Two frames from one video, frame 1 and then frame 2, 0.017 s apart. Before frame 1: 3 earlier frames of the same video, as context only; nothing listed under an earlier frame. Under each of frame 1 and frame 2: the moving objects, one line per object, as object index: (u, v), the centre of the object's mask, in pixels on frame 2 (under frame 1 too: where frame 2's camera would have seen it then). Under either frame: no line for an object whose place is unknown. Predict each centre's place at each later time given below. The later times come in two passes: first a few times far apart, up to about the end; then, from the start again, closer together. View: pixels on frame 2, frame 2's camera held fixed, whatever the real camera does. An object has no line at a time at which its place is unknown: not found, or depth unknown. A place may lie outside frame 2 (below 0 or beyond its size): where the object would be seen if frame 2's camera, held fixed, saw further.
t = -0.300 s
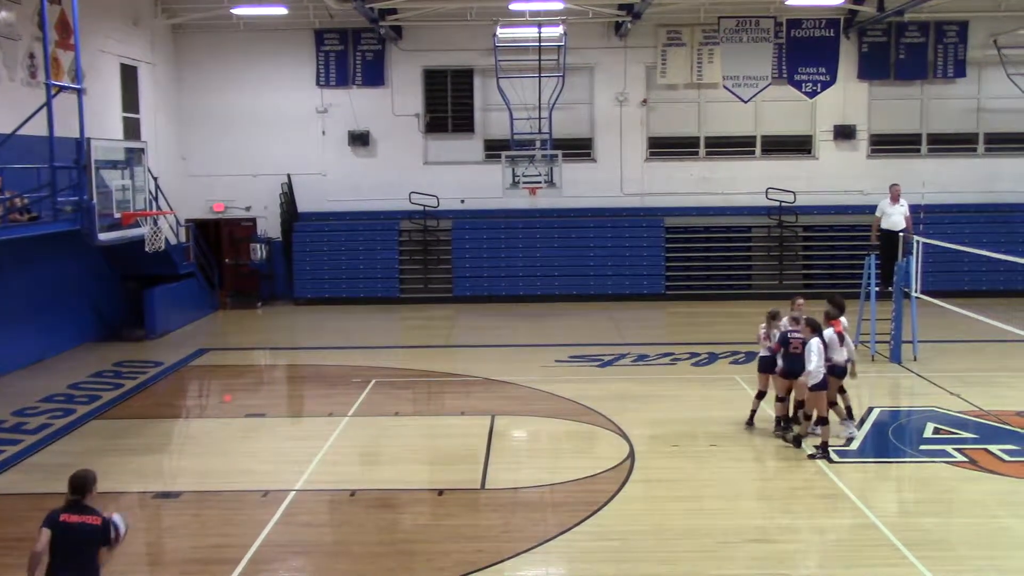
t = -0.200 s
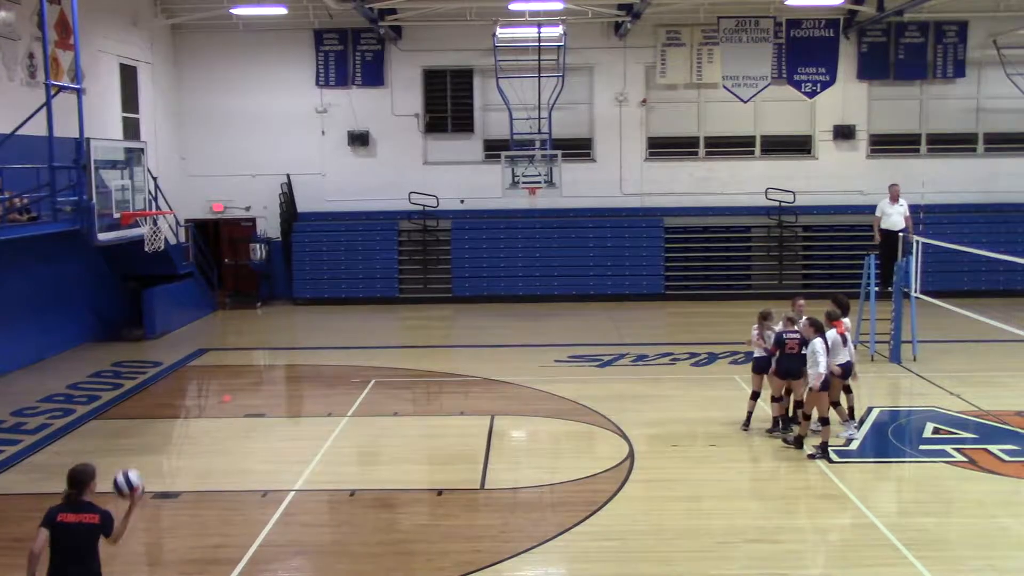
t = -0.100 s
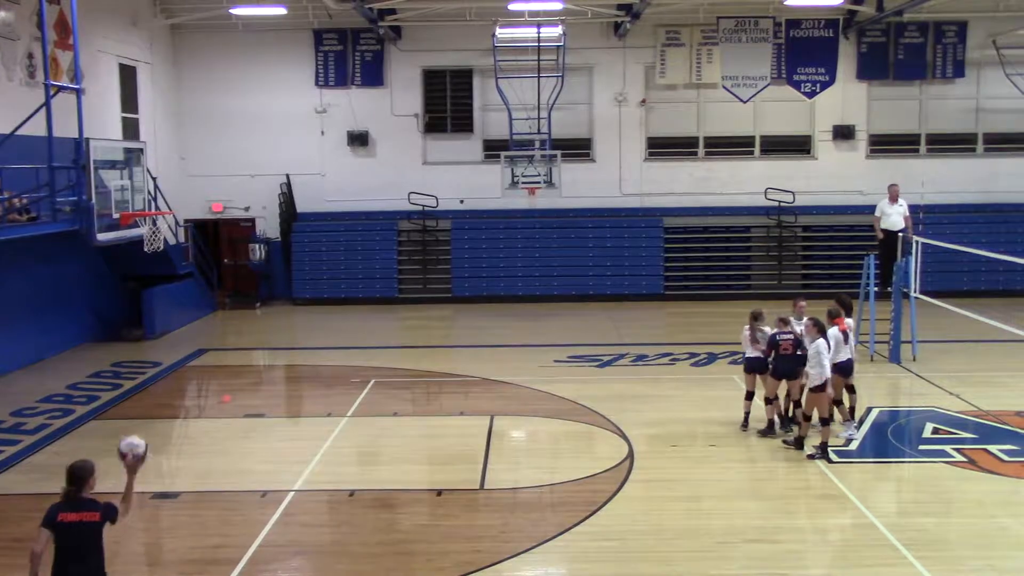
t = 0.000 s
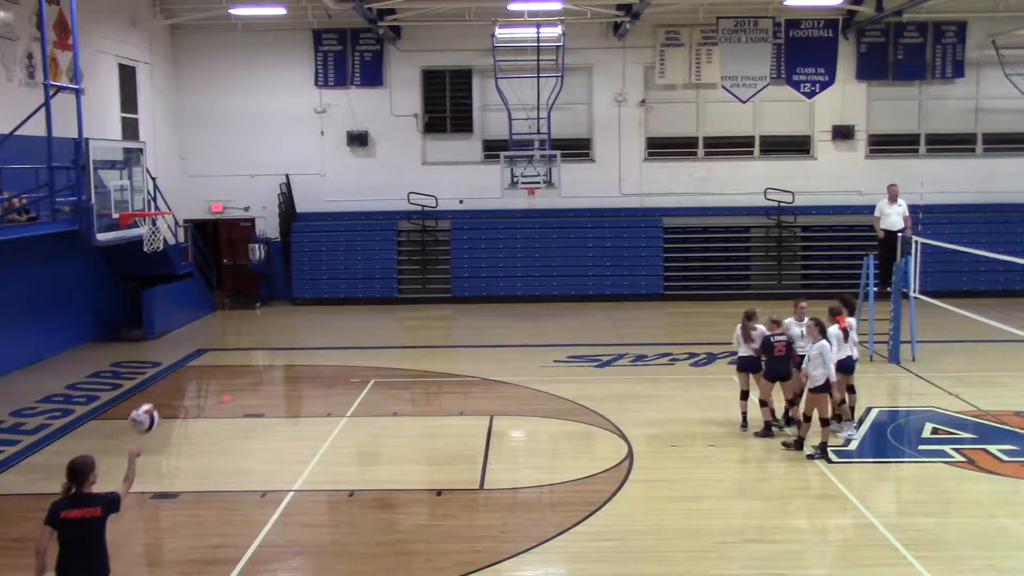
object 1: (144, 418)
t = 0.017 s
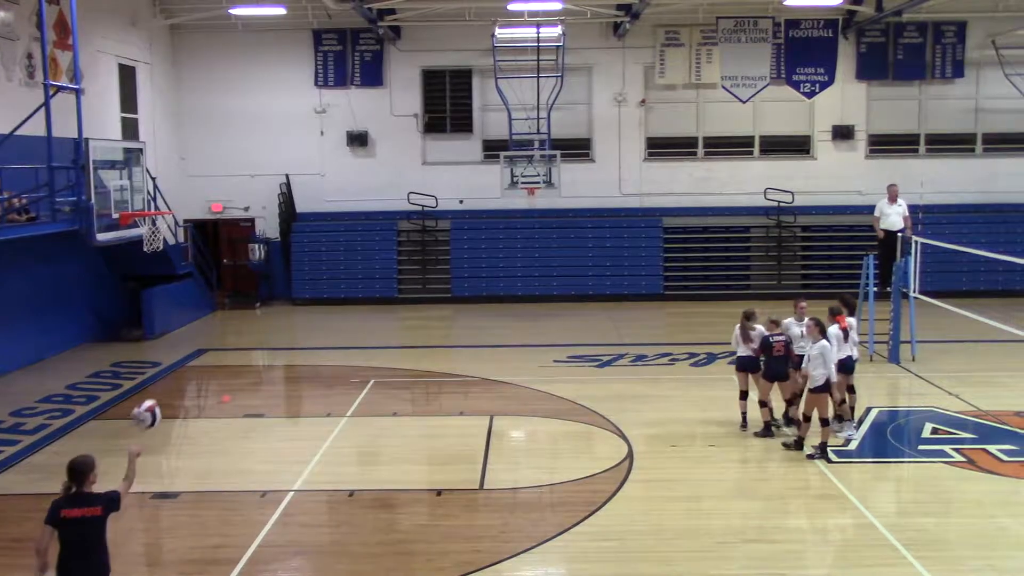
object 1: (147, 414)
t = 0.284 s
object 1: (184, 395)
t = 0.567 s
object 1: (220, 458)
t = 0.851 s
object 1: (240, 457)
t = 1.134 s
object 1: (246, 390)
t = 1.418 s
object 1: (253, 396)
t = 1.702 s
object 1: (265, 467)
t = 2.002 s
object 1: (272, 397)
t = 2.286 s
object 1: (281, 397)
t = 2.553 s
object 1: (290, 429)
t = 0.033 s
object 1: (150, 410)
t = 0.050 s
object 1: (152, 406)
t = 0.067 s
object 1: (155, 403)
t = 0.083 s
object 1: (157, 400)
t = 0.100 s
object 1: (161, 396)
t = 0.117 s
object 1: (162, 395)
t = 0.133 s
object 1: (165, 394)
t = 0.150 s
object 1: (167, 393)
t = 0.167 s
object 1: (169, 392)
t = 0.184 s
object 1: (171, 391)
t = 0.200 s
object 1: (173, 391)
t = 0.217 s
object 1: (175, 391)
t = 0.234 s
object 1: (178, 392)
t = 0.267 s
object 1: (182, 393)
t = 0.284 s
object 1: (184, 395)
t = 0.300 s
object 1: (186, 396)
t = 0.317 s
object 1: (188, 397)
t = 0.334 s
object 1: (191, 399)
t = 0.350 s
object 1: (193, 401)
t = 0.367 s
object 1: (195, 402)
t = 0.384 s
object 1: (198, 407)
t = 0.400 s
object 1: (200, 412)
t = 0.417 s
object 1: (202, 415)
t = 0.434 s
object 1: (204, 419)
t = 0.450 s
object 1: (206, 423)
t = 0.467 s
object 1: (207, 427)
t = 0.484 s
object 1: (210, 432)
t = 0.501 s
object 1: (212, 436)
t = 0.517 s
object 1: (214, 441)
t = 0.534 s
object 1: (216, 446)
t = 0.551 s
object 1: (218, 452)
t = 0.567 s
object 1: (220, 458)
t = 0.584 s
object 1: (222, 463)
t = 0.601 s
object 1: (224, 468)
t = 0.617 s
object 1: (226, 474)
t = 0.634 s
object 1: (228, 480)
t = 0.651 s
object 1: (230, 486)
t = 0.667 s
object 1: (232, 492)
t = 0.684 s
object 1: (233, 500)
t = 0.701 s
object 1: (236, 506)
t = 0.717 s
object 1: (236, 513)
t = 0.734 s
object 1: (236, 508)
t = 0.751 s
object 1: (236, 500)
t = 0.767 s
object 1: (236, 492)
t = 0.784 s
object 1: (238, 485)
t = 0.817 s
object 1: (239, 469)
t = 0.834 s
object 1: (239, 463)
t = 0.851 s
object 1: (240, 457)
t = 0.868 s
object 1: (240, 451)
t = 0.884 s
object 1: (239, 445)
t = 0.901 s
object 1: (240, 441)
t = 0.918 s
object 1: (239, 435)
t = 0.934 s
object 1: (241, 431)
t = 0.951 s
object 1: (241, 425)
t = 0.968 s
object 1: (242, 420)
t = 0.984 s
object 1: (243, 416)
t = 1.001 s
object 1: (243, 412)
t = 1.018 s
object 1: (243, 408)
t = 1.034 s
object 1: (244, 405)
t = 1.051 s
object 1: (244, 402)
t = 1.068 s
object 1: (244, 399)
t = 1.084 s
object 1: (244, 397)
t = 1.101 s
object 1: (244, 394)
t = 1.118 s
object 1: (245, 392)
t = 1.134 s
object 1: (246, 390)
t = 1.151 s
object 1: (248, 387)
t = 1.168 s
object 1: (247, 386)
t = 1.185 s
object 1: (247, 385)
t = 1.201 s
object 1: (247, 385)
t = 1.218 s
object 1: (247, 384)
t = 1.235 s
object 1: (248, 384)
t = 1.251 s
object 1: (249, 383)
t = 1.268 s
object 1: (249, 384)
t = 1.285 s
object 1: (250, 386)
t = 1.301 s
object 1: (251, 386)
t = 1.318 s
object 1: (251, 386)
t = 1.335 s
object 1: (251, 386)
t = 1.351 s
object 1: (252, 389)
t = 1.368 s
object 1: (253, 390)
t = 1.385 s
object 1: (254, 392)
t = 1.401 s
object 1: (254, 394)
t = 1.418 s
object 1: (253, 396)
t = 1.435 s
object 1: (254, 398)
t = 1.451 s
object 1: (255, 401)
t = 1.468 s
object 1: (256, 403)
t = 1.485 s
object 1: (258, 405)
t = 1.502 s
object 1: (259, 410)
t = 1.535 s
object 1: (258, 417)
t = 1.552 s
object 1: (259, 422)
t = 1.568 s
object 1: (259, 427)
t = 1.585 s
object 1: (260, 431)
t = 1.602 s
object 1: (261, 435)
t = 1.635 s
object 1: (262, 446)
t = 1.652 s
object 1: (262, 451)
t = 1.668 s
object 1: (263, 456)
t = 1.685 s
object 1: (264, 461)
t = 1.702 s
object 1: (265, 467)
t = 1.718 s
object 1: (265, 465)
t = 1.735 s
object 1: (266, 458)
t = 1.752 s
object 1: (266, 453)
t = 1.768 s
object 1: (267, 448)
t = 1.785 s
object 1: (268, 443)
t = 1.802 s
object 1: (267, 439)
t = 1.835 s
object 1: (268, 429)
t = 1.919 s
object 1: (270, 410)
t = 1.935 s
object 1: (270, 407)
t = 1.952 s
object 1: (270, 405)
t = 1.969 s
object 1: (270, 402)
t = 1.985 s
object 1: (272, 401)
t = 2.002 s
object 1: (272, 397)
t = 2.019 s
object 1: (272, 396)
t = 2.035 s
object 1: (273, 394)
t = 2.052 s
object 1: (274, 393)
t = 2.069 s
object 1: (273, 392)
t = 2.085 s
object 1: (274, 391)
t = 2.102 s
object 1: (275, 391)
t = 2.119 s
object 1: (276, 390)
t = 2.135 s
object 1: (277, 390)
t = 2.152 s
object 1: (277, 391)
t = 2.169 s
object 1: (276, 391)
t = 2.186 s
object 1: (277, 391)
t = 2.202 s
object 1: (278, 392)
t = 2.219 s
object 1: (279, 391)
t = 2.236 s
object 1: (279, 392)
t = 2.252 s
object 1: (280, 393)
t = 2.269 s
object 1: (279, 394)
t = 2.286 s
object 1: (281, 397)
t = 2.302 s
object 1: (281, 398)
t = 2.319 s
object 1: (280, 400)
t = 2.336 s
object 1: (281, 402)
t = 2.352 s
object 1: (283, 405)
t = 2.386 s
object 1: (285, 412)
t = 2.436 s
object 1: (286, 422)
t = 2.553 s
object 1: (290, 429)
